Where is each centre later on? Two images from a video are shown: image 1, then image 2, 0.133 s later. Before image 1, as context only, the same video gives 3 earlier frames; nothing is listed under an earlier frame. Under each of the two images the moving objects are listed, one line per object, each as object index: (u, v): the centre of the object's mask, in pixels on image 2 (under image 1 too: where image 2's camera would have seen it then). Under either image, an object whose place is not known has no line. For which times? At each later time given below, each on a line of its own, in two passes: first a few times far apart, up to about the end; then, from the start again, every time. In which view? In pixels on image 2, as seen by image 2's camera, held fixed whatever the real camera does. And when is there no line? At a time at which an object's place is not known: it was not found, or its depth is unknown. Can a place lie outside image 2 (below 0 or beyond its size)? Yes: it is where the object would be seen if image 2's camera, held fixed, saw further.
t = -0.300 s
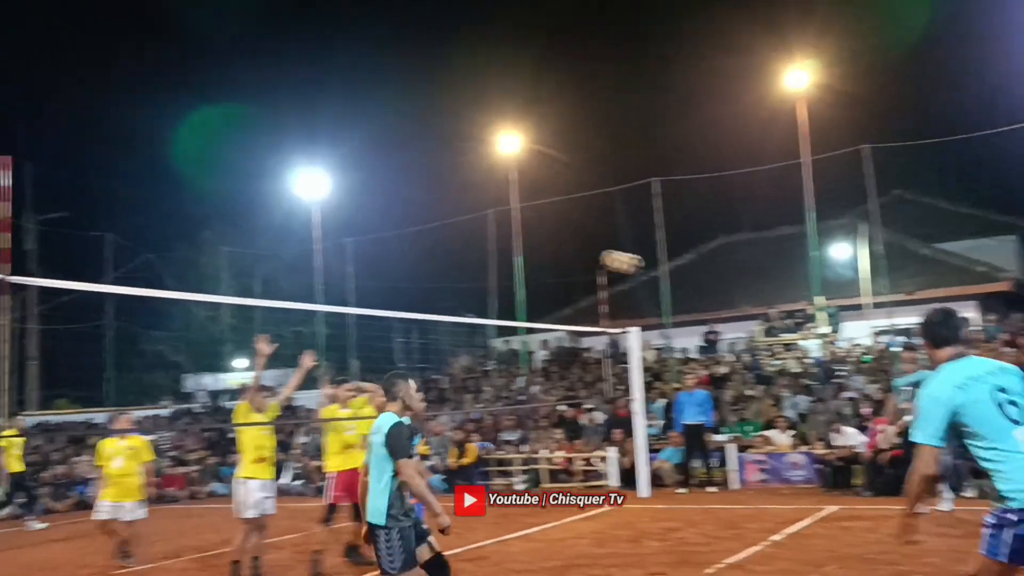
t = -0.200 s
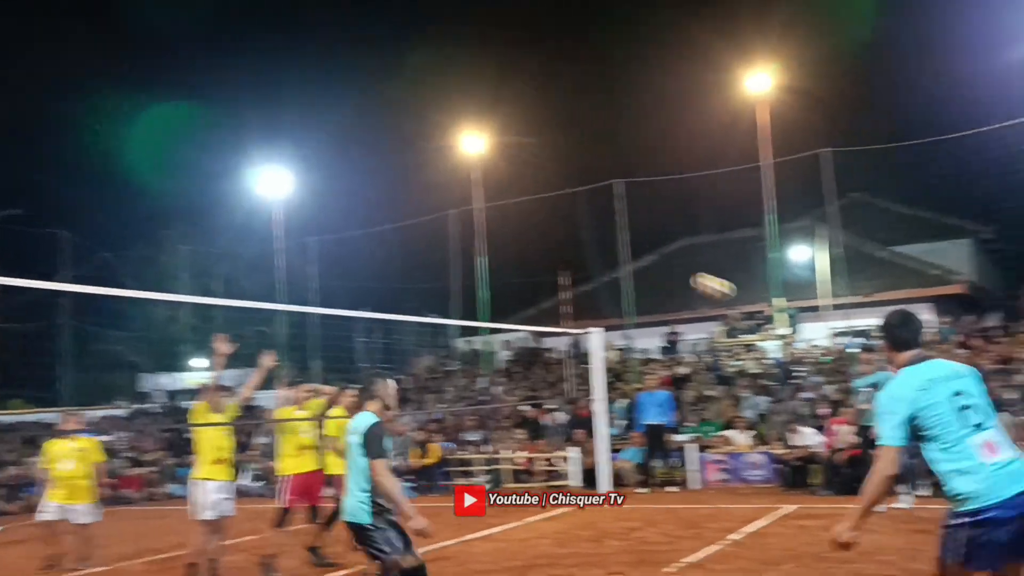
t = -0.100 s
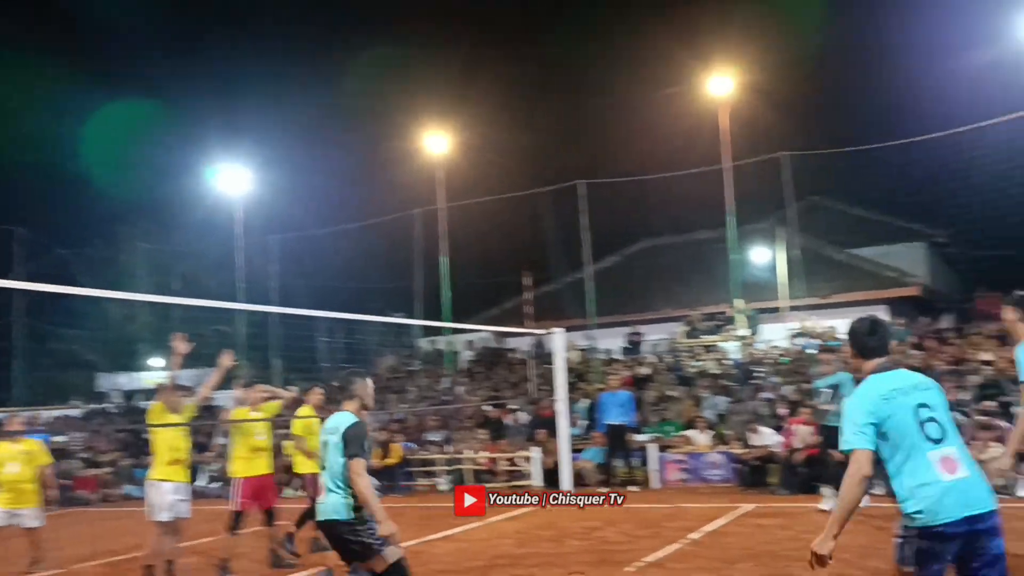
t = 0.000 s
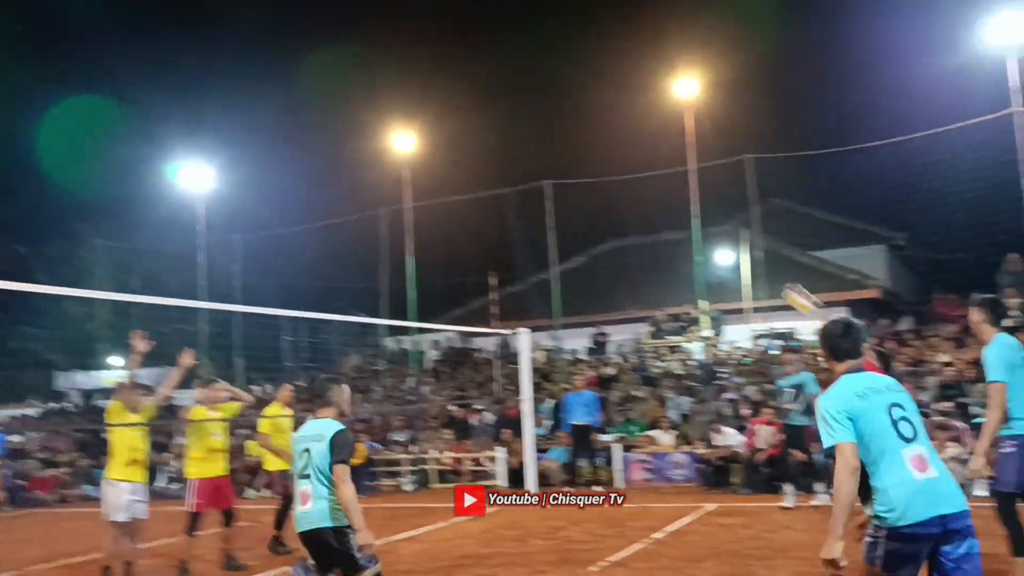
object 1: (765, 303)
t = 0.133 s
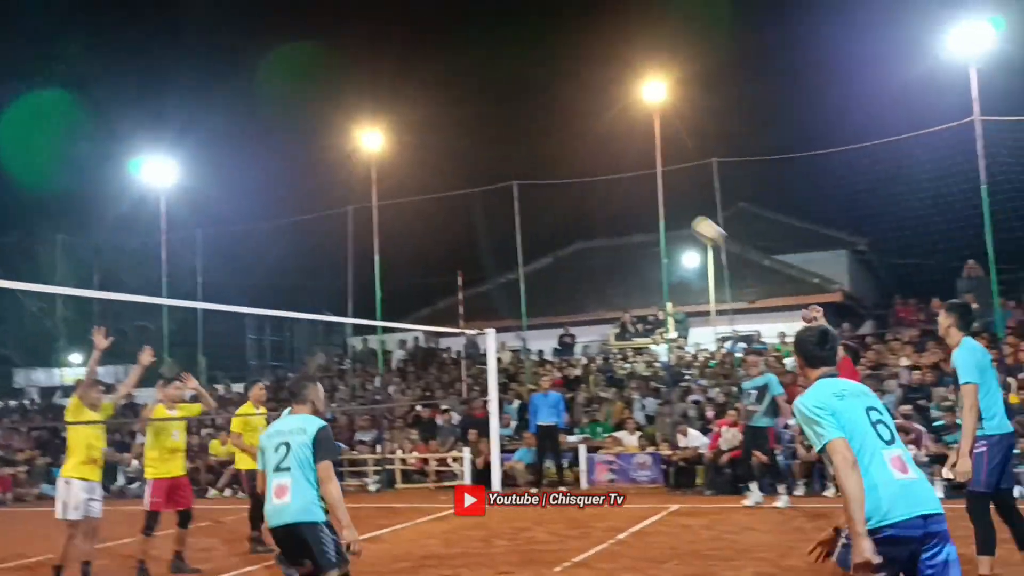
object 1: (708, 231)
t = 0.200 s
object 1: (681, 204)
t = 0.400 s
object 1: (604, 148)
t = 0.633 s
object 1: (521, 134)
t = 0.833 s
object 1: (454, 162)
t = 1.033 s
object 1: (392, 227)
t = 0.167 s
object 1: (695, 216)
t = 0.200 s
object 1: (681, 204)
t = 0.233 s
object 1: (668, 192)
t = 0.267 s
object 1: (654, 181)
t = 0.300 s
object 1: (642, 171)
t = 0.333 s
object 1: (629, 161)
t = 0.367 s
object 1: (616, 154)
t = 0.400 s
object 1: (604, 148)
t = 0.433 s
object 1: (592, 143)
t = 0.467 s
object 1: (579, 138)
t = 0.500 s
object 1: (568, 135)
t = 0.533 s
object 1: (556, 133)
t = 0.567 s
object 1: (544, 132)
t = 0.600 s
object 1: (532, 133)
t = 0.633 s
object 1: (521, 134)
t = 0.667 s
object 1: (509, 136)
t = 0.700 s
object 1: (497, 139)
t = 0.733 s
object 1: (487, 143)
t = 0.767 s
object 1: (476, 149)
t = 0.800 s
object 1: (465, 155)
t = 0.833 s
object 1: (454, 162)
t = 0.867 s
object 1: (443, 171)
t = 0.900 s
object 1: (433, 179)
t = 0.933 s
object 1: (423, 190)
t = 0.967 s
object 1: (412, 202)
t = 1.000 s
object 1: (401, 213)
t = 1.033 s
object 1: (392, 227)
